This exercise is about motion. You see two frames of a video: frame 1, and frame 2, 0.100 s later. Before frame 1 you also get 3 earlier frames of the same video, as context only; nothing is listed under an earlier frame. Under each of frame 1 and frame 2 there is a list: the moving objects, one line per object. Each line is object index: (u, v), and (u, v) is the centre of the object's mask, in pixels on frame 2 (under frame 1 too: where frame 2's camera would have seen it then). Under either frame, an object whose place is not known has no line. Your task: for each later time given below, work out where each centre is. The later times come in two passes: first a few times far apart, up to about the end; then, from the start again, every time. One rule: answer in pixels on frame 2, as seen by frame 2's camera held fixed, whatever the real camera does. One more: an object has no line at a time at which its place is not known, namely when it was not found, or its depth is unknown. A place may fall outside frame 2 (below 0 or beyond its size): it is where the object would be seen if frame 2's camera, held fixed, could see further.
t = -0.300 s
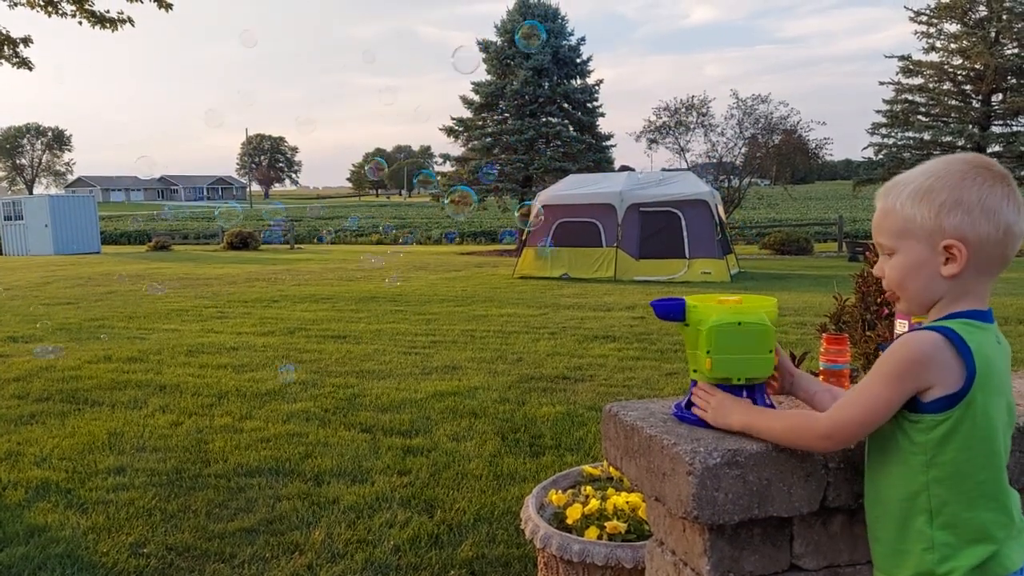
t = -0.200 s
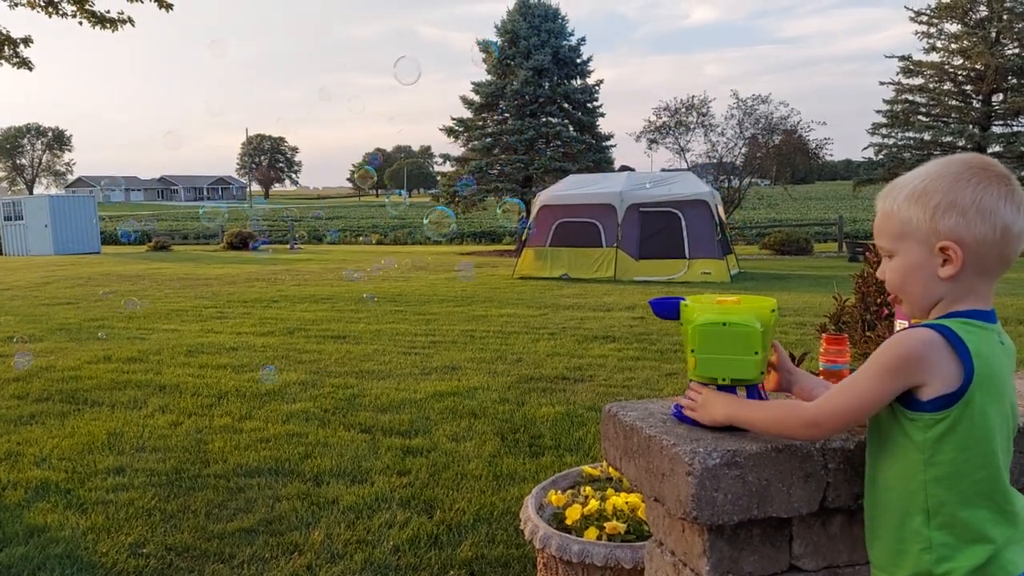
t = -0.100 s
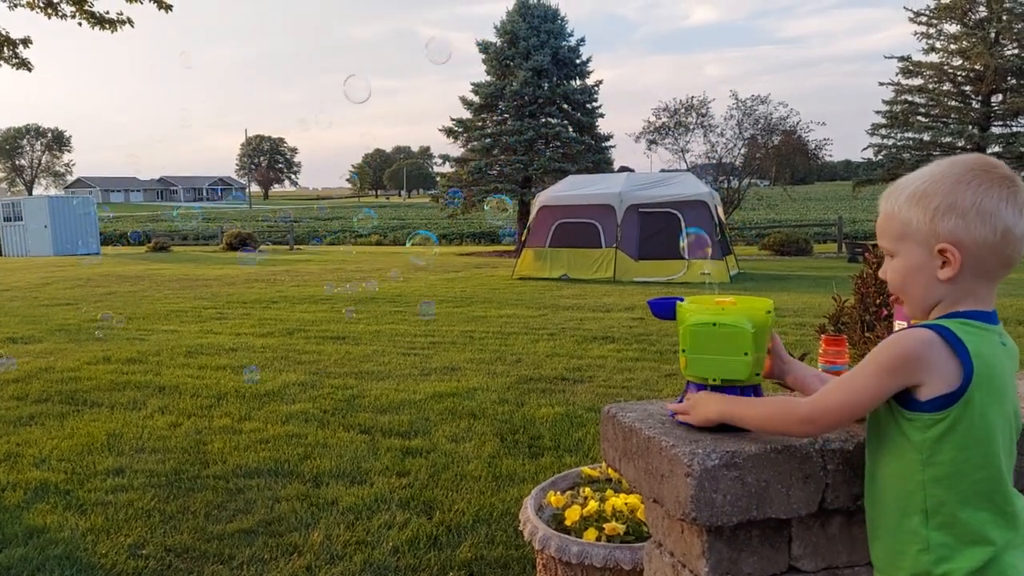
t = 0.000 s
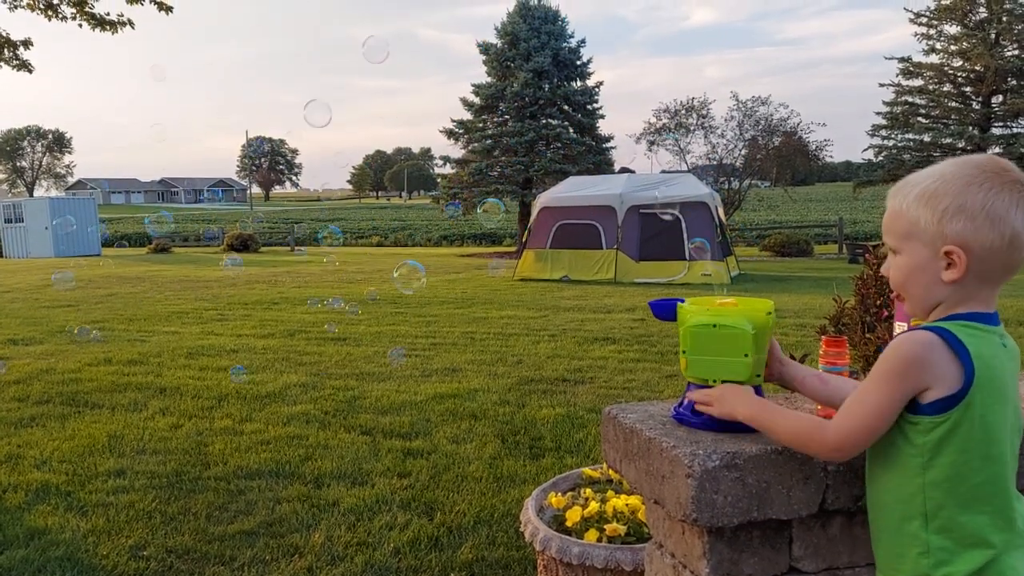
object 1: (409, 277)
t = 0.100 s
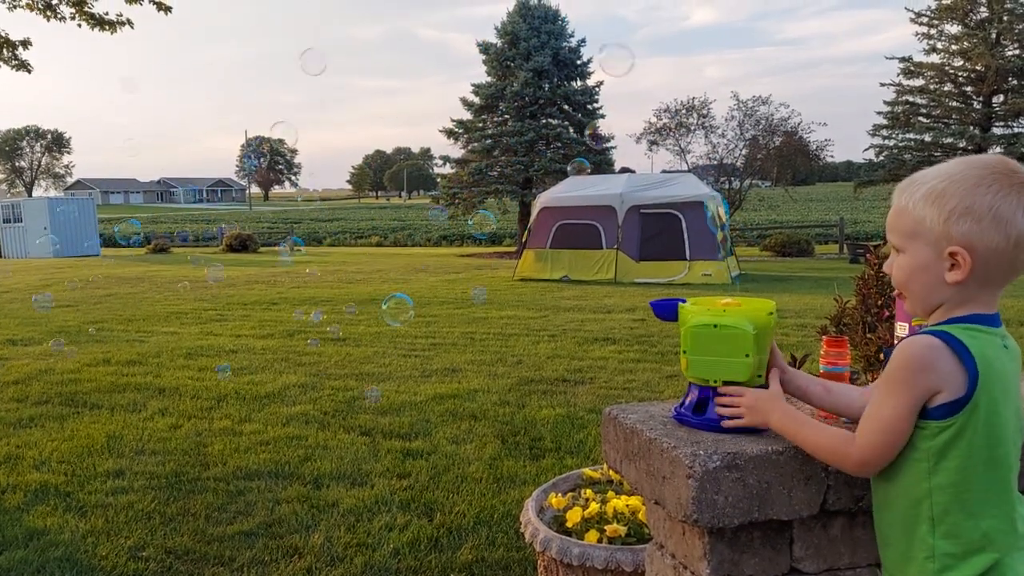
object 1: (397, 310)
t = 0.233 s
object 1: (385, 351)
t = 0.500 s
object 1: (347, 424)
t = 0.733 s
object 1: (311, 470)
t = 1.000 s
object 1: (279, 509)
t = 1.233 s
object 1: (261, 538)
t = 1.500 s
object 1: (253, 565)
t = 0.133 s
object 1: (394, 320)
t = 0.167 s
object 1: (391, 331)
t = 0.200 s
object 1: (388, 341)
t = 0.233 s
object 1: (385, 351)
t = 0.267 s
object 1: (381, 362)
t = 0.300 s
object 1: (376, 372)
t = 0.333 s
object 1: (372, 381)
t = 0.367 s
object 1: (367, 390)
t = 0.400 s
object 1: (362, 399)
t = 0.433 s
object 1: (357, 408)
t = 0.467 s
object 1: (352, 417)
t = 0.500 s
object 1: (347, 424)
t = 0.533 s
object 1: (342, 431)
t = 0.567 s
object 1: (336, 438)
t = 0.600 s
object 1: (331, 445)
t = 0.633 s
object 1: (325, 451)
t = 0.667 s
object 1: (320, 458)
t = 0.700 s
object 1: (316, 464)
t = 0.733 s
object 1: (311, 470)
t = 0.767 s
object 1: (306, 475)
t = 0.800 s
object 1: (302, 480)
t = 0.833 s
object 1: (297, 485)
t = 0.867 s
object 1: (293, 490)
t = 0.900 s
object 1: (290, 495)
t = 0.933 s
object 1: (286, 500)
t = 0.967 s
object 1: (283, 504)
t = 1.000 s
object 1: (279, 509)
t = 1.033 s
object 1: (276, 513)
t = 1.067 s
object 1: (273, 517)
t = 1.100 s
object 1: (271, 521)
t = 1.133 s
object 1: (268, 525)
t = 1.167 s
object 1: (265, 529)
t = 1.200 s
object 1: (263, 533)
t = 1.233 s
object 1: (261, 538)
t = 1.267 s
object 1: (260, 542)
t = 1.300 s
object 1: (258, 546)
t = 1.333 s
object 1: (257, 550)
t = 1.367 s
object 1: (255, 554)
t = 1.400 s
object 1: (254, 559)
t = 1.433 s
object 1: (254, 561)
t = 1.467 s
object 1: (254, 563)
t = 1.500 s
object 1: (253, 565)
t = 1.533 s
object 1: (253, 568)
